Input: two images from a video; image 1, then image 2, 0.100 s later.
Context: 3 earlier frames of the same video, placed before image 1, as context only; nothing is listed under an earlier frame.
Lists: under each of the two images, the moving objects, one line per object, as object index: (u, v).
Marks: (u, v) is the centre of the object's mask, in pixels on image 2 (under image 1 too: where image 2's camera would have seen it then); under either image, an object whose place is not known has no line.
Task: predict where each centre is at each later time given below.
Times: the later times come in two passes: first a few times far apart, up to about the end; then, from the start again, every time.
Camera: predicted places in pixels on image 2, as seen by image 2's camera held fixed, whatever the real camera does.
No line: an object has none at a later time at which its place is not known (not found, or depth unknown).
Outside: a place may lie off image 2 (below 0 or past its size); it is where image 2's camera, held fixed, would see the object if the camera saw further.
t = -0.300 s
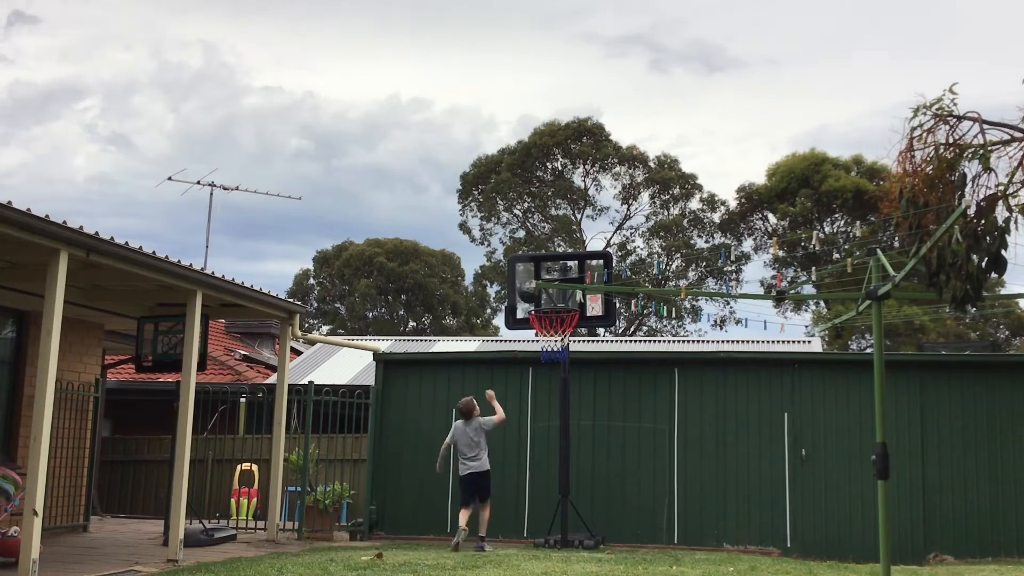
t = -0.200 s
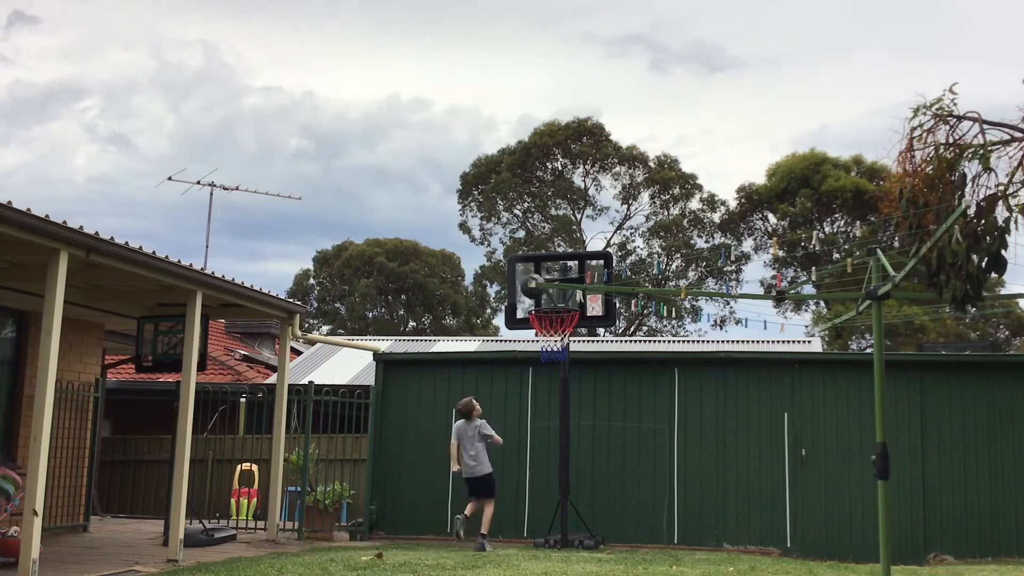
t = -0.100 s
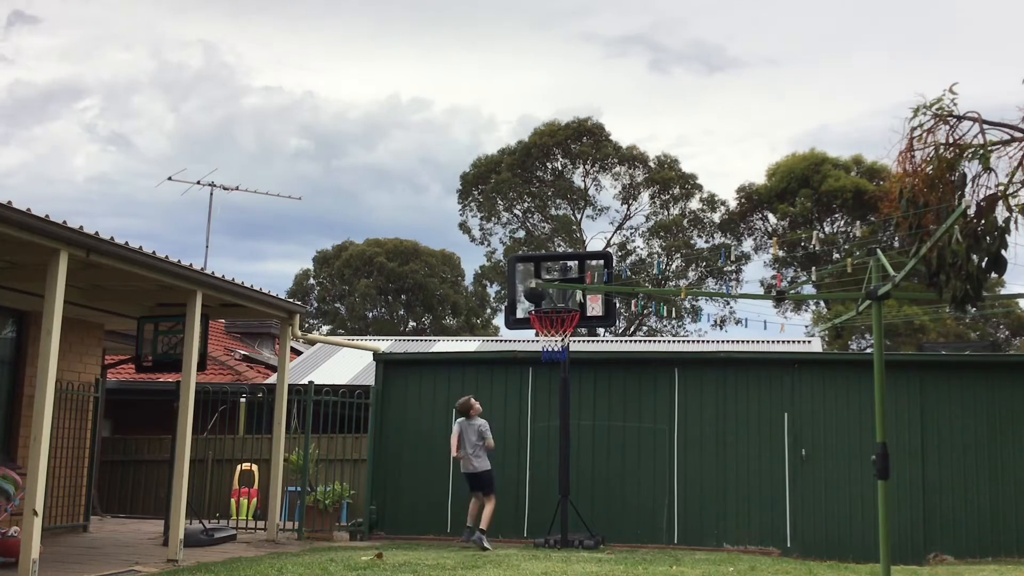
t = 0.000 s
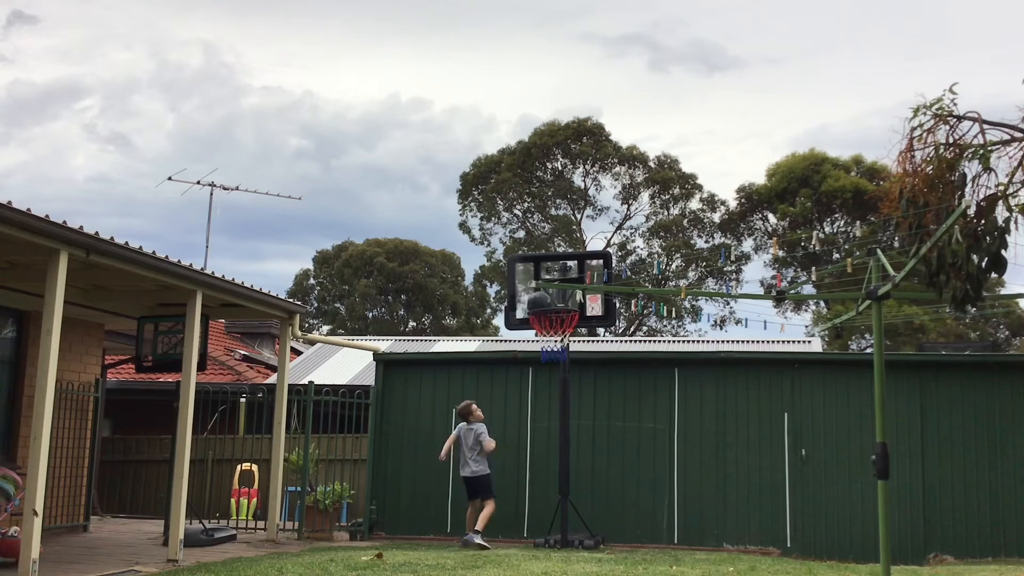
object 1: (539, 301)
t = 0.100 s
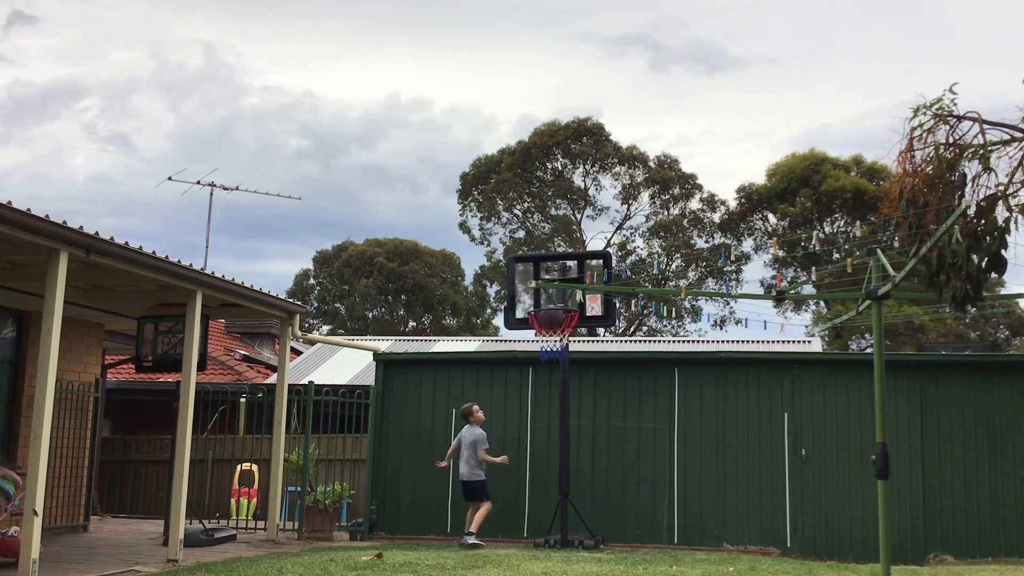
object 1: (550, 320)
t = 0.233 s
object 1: (564, 343)
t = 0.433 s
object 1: (567, 368)
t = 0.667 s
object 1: (567, 452)
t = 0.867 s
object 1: (562, 522)
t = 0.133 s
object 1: (555, 323)
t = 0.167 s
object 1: (559, 327)
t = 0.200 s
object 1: (562, 338)
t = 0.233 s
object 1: (564, 343)
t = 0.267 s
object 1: (565, 347)
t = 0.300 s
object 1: (565, 347)
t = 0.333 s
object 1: (565, 348)
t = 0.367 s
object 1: (566, 352)
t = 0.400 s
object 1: (566, 362)
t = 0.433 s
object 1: (567, 368)
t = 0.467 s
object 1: (567, 377)
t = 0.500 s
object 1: (567, 386)
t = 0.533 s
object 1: (567, 397)
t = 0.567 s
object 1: (568, 409)
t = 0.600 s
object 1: (568, 422)
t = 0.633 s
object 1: (567, 437)
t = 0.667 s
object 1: (567, 452)
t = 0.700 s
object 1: (568, 468)
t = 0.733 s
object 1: (568, 488)
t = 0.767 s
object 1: (568, 507)
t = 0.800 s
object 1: (567, 526)
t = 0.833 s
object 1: (566, 541)
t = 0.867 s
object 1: (562, 522)
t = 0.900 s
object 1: (558, 505)
